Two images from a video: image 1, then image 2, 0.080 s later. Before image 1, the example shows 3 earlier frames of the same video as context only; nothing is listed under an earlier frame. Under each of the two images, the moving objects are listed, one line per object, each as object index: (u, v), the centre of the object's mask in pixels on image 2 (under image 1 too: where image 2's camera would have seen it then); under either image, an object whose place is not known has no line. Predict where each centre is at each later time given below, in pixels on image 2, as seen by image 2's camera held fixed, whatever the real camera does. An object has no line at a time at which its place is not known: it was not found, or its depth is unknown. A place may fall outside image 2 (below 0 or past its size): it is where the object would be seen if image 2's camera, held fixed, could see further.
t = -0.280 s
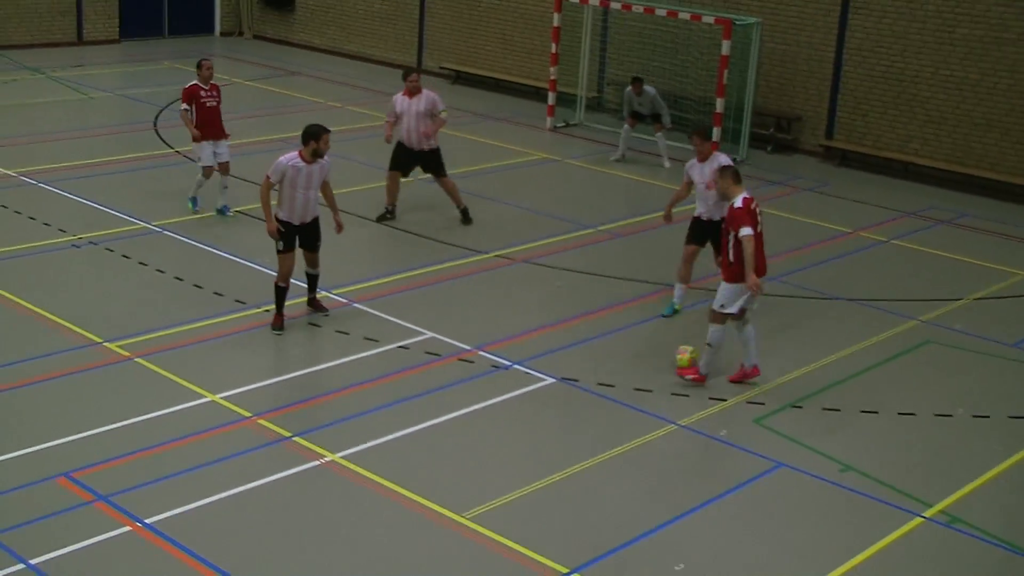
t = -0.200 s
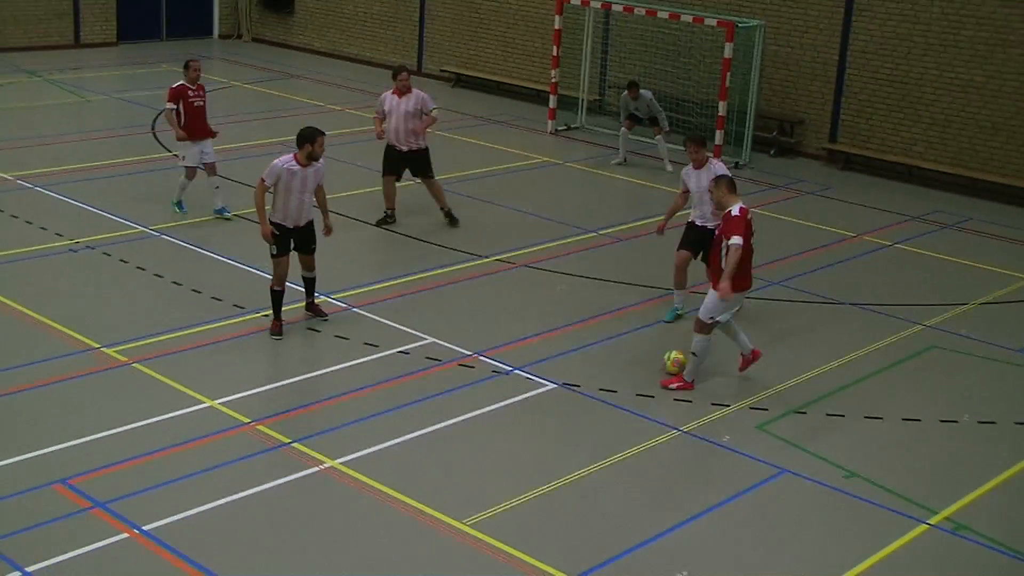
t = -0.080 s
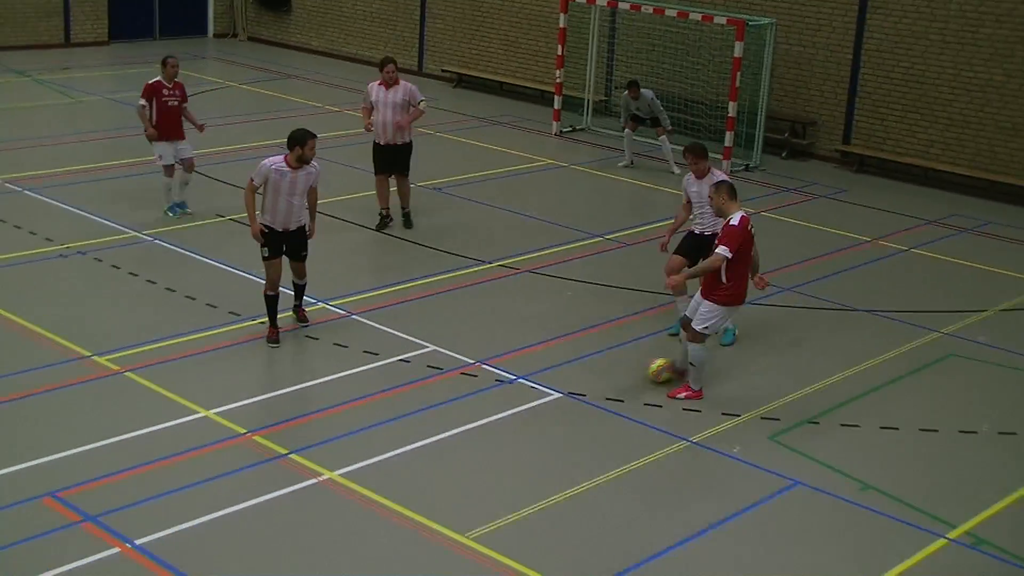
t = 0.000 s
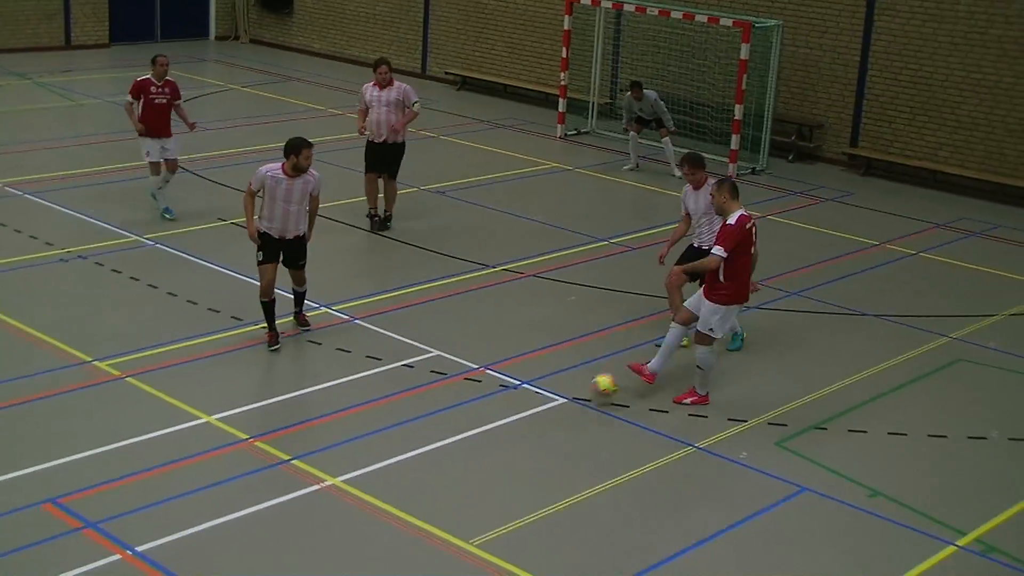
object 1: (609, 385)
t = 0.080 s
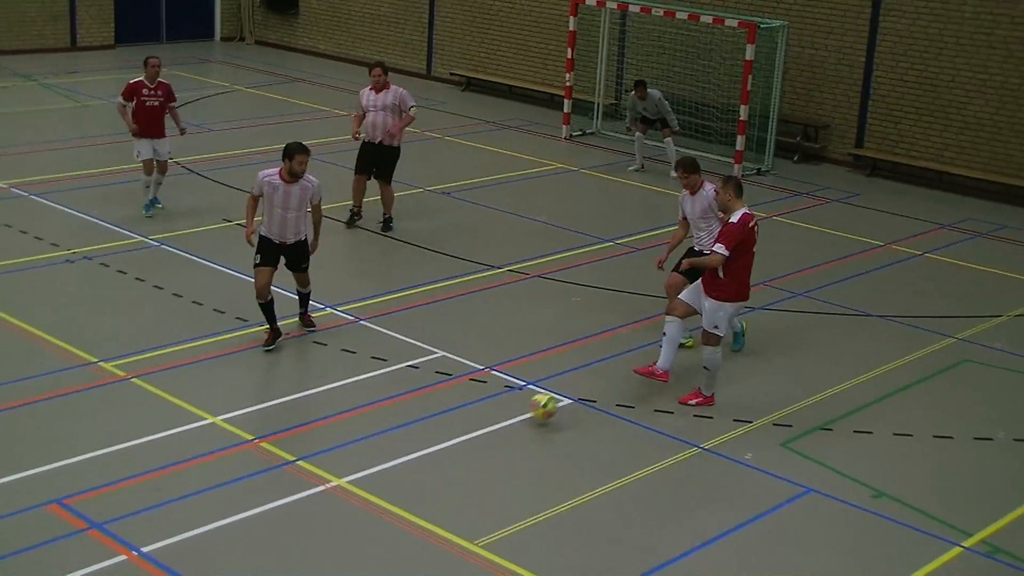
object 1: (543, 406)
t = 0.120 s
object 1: (509, 421)
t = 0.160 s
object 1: (473, 434)
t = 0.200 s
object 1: (440, 442)
